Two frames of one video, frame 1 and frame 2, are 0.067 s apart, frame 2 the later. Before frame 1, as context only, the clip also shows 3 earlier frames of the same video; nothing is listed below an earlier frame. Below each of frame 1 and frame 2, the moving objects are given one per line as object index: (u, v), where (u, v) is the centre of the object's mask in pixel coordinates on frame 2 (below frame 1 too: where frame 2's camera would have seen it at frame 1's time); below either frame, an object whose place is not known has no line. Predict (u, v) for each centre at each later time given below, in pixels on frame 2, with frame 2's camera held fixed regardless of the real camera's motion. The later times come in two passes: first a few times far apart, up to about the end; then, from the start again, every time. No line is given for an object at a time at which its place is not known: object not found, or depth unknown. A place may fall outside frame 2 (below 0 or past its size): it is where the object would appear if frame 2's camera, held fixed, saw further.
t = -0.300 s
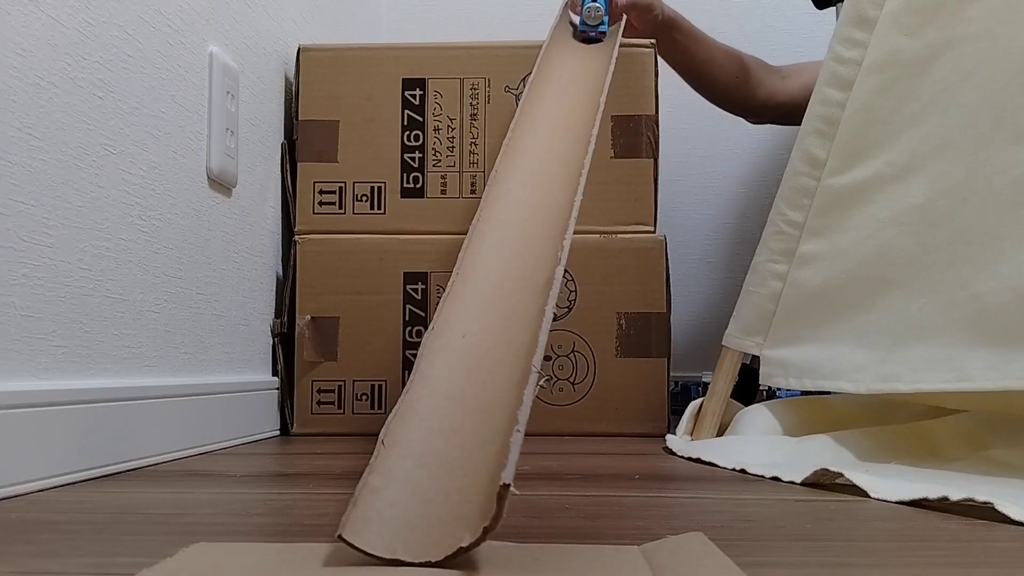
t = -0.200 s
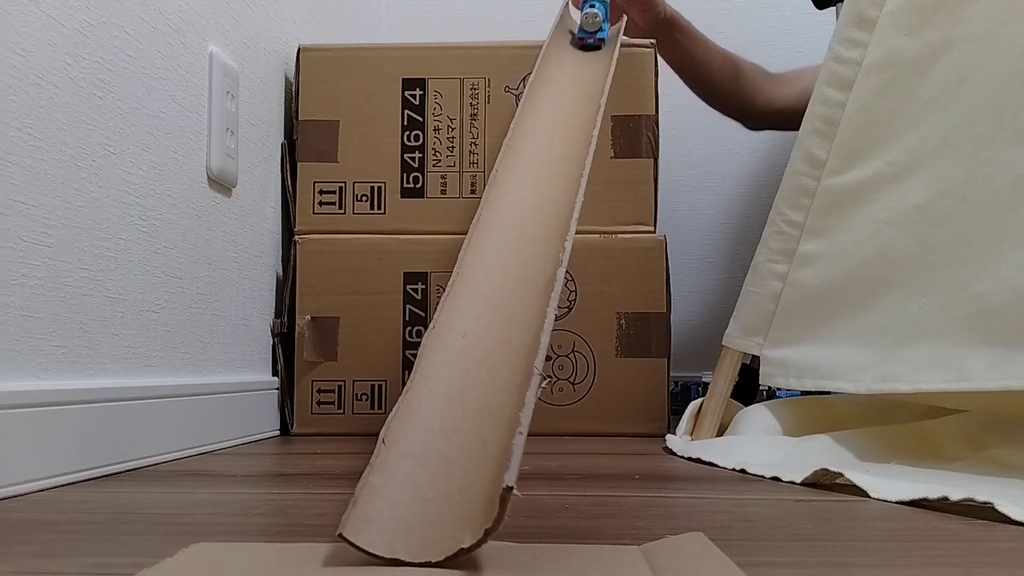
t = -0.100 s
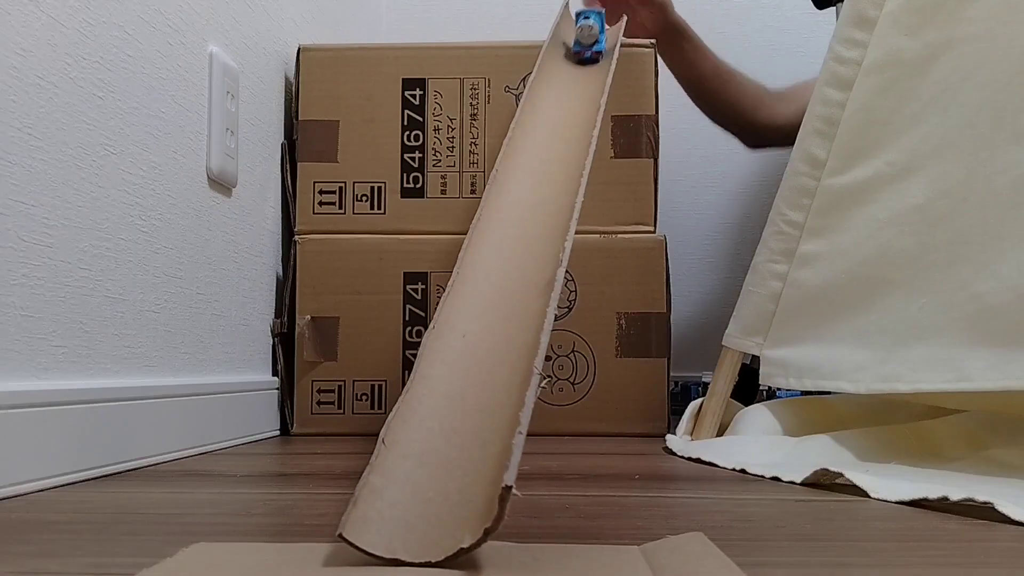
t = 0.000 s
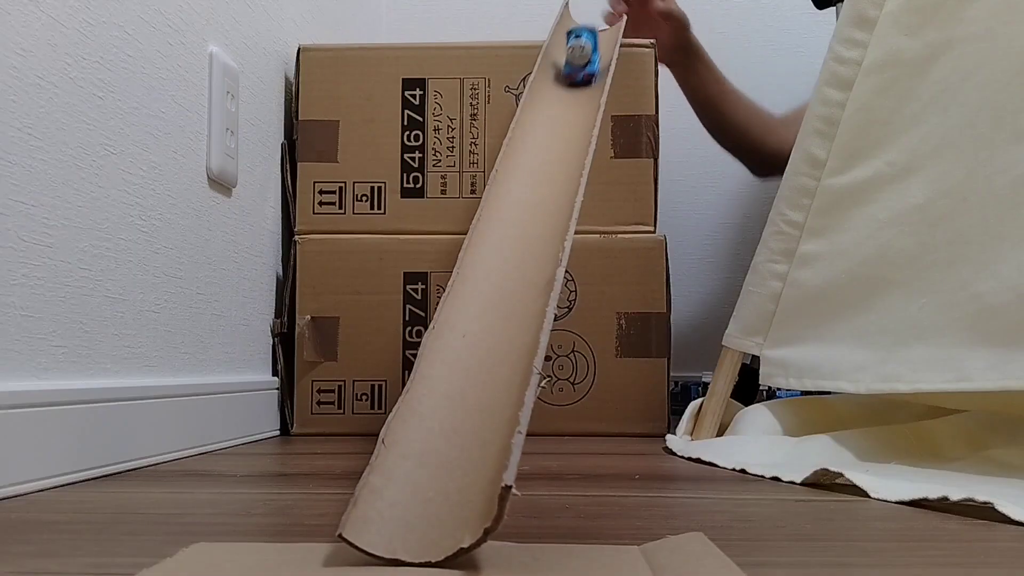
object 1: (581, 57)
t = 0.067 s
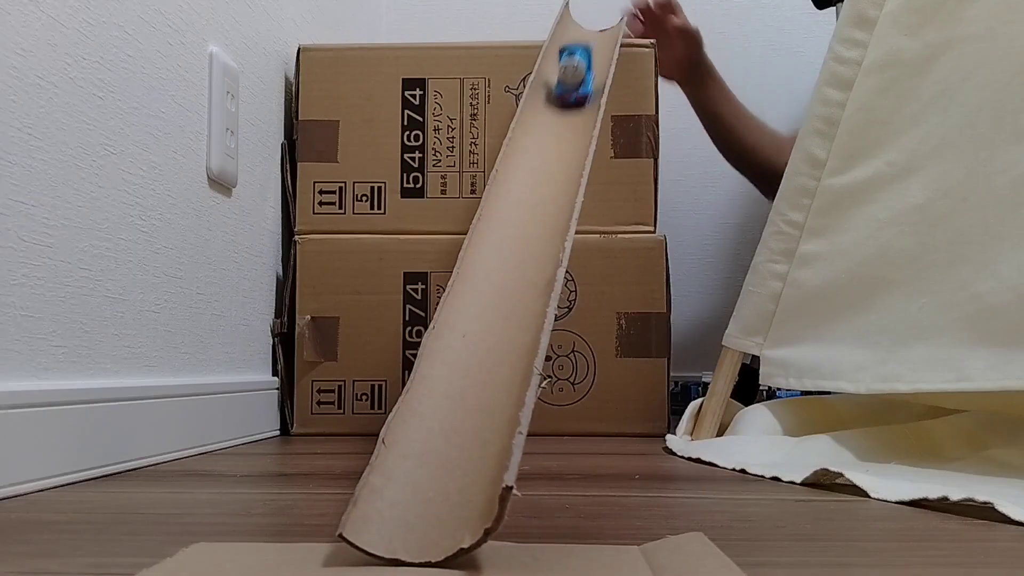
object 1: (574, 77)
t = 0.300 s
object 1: (520, 218)
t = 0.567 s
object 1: (232, 521)
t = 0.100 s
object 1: (569, 89)
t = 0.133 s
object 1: (563, 103)
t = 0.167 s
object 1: (557, 119)
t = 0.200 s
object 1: (550, 138)
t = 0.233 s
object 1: (541, 160)
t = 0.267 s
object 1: (532, 186)
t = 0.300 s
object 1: (520, 218)
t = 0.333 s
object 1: (504, 259)
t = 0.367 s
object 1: (485, 310)
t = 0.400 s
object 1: (459, 380)
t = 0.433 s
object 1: (423, 468)
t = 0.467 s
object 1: (382, 492)
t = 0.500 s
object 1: (334, 504)
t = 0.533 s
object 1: (282, 508)
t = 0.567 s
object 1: (232, 521)
